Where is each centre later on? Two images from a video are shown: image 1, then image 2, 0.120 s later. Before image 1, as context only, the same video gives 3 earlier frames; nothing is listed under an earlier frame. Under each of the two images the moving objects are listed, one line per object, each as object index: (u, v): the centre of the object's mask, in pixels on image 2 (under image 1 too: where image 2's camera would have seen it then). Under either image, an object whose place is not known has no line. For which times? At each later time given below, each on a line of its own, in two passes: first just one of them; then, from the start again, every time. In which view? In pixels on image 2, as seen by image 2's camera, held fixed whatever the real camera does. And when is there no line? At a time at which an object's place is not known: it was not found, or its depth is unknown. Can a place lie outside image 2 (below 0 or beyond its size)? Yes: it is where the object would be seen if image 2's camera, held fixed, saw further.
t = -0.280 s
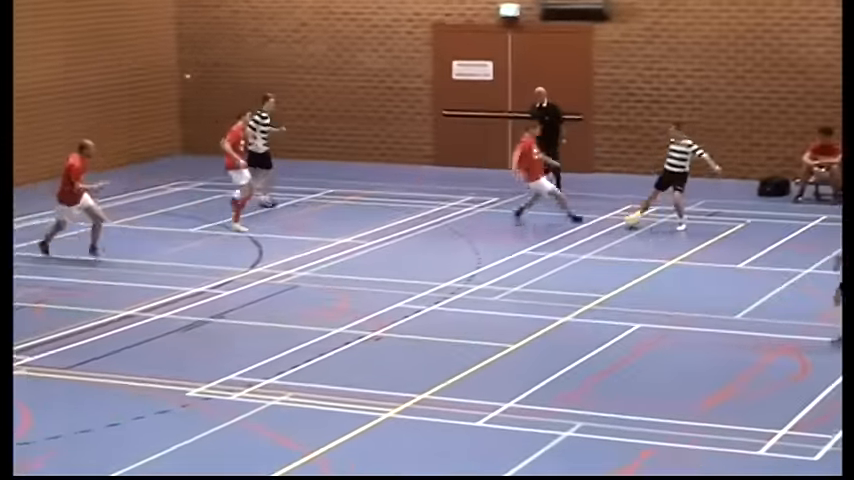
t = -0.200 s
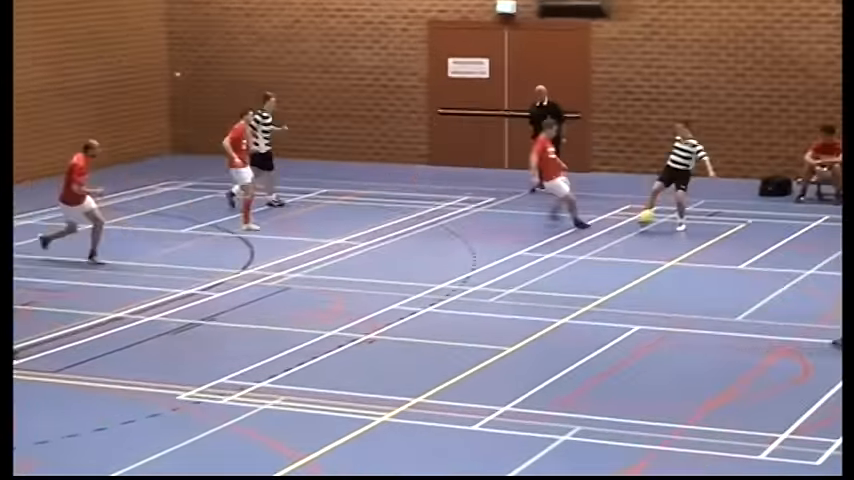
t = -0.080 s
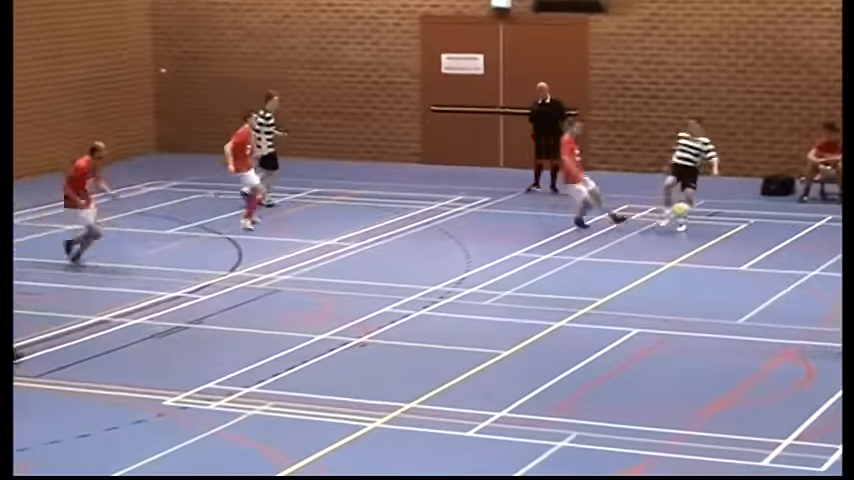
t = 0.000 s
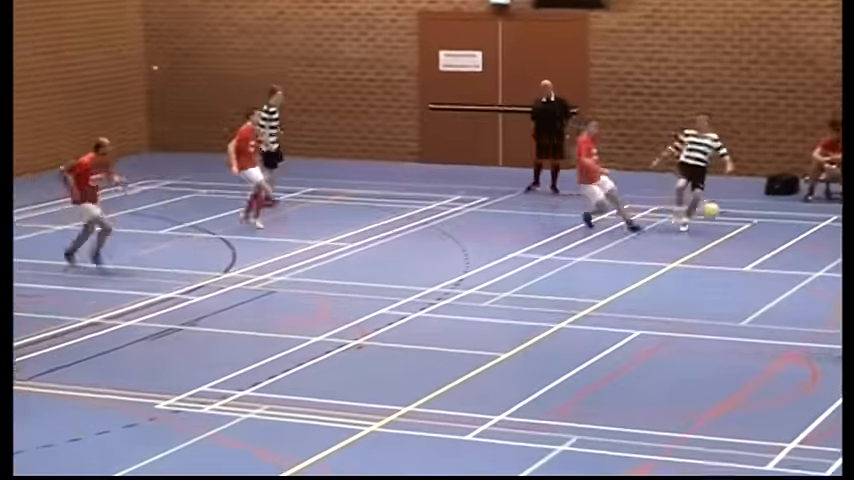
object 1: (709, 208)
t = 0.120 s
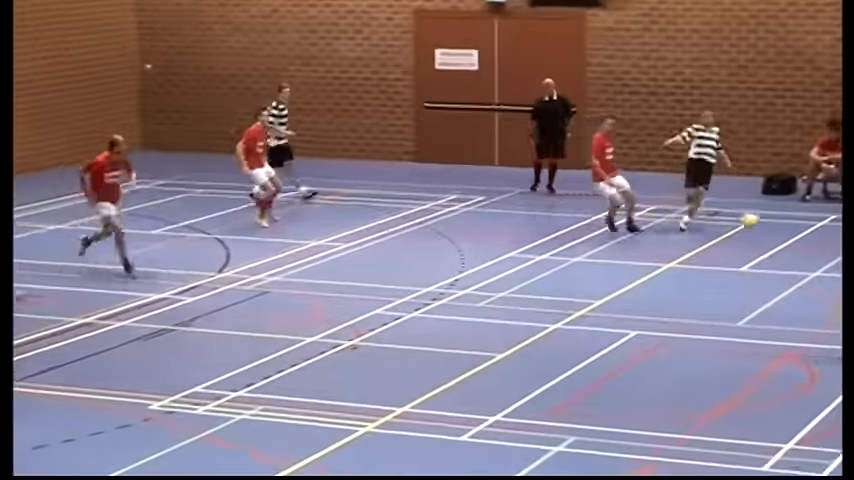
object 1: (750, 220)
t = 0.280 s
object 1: (810, 255)
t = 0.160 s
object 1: (764, 226)
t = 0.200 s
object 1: (781, 234)
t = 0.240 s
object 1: (796, 246)
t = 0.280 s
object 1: (810, 255)
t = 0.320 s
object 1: (830, 269)
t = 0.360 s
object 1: (845, 284)
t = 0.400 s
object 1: (858, 296)
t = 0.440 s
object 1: (869, 295)
